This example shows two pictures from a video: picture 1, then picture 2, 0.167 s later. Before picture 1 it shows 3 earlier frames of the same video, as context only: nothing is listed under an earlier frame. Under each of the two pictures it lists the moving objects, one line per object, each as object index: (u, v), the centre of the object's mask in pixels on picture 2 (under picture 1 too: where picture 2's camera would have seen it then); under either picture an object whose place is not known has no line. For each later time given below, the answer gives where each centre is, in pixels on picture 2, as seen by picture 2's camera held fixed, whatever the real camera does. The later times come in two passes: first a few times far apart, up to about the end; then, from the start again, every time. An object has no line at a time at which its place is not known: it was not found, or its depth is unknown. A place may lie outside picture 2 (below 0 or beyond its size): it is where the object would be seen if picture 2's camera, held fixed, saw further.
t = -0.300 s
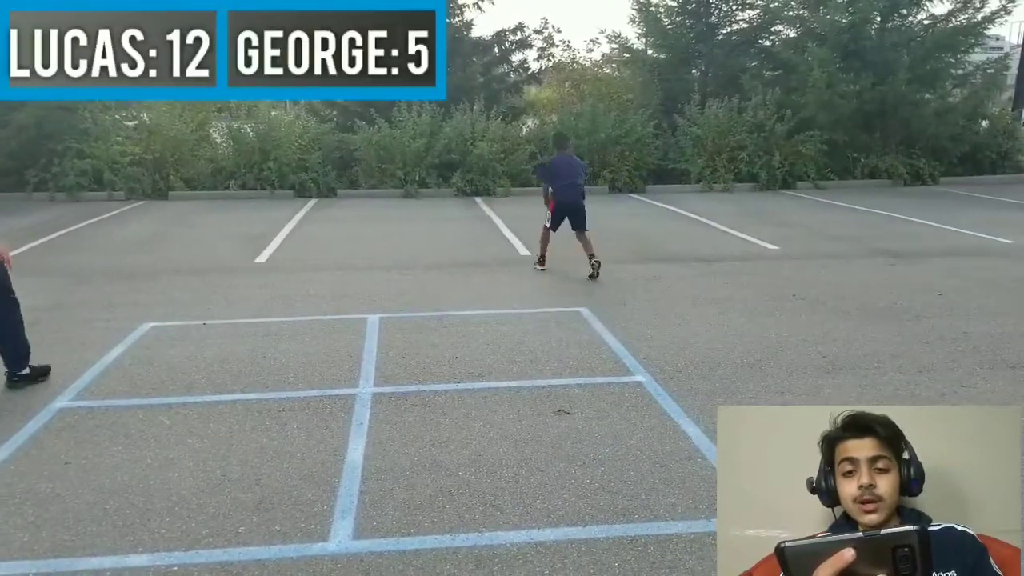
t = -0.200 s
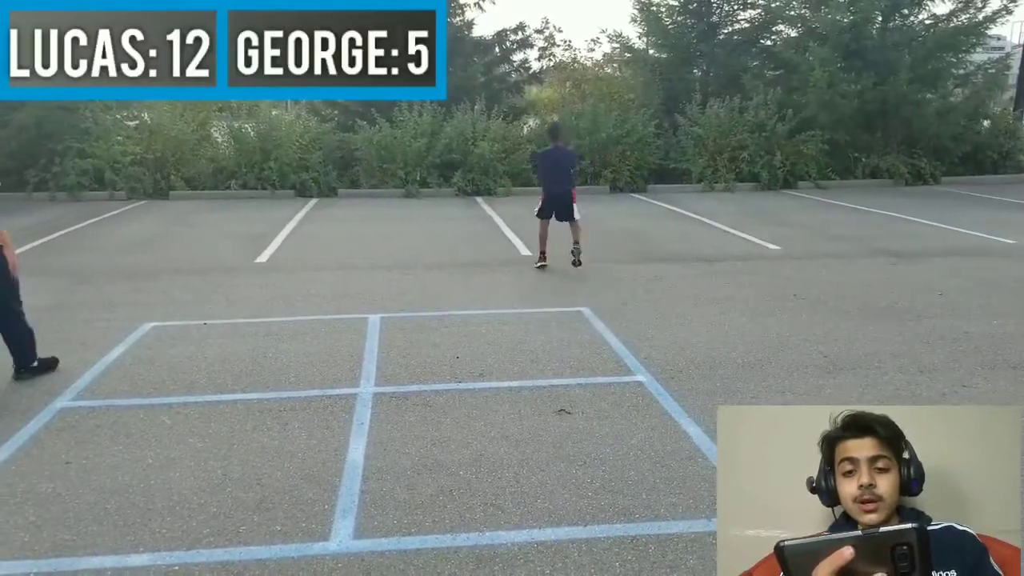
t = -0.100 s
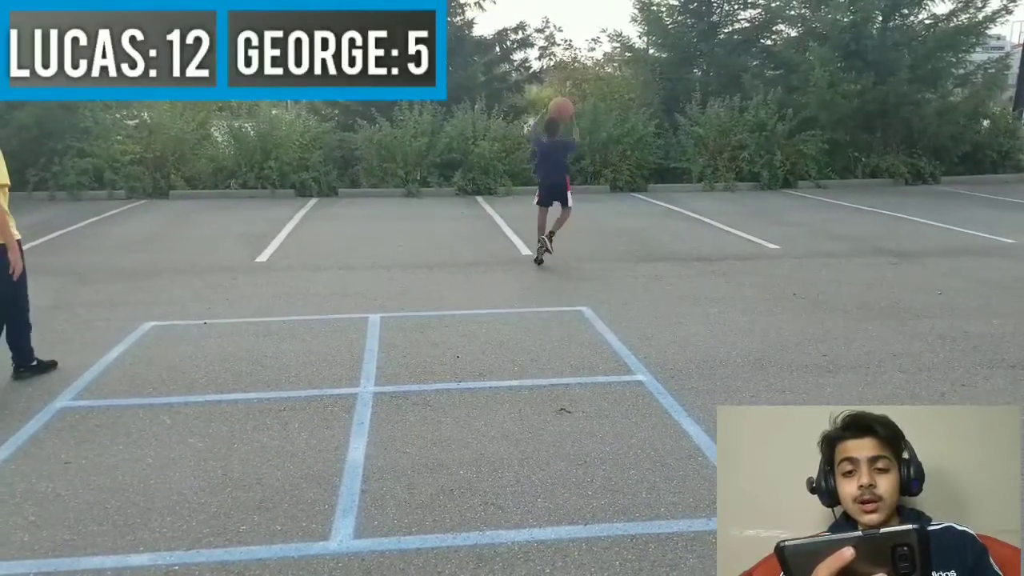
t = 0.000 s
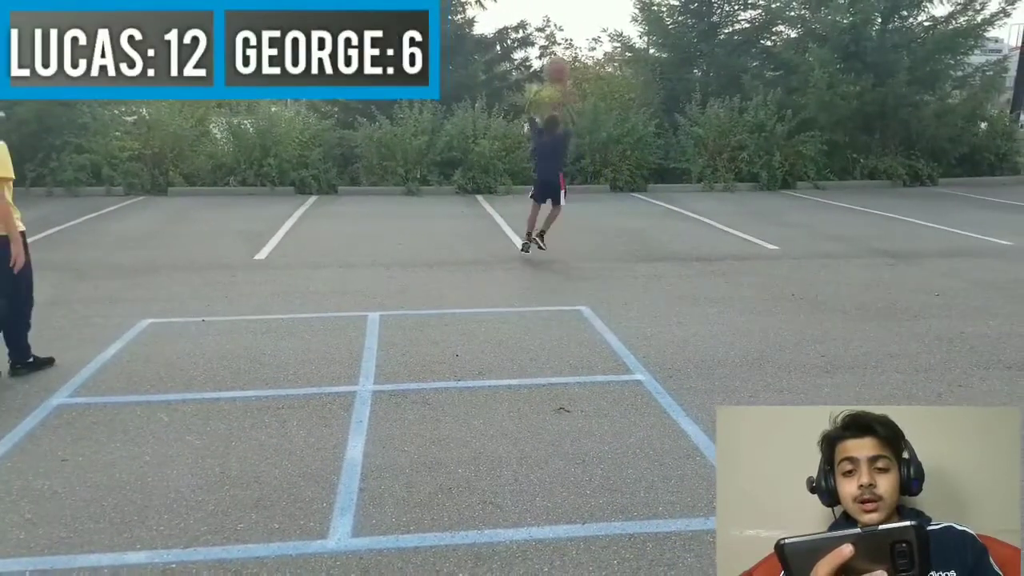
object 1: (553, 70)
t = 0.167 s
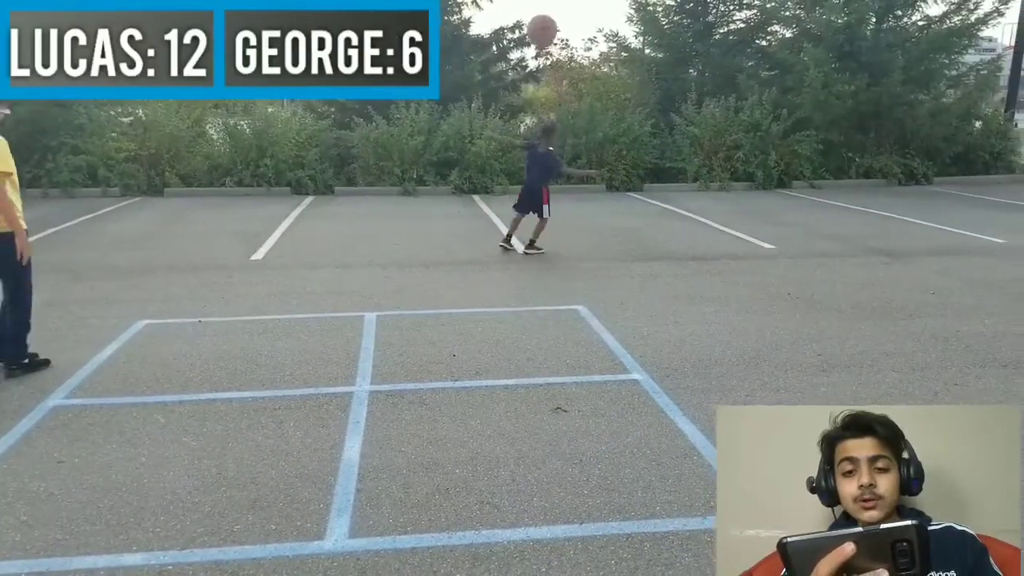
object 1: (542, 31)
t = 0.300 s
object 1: (530, 19)
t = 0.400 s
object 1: (520, 27)
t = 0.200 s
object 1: (539, 25)
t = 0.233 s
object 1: (536, 22)
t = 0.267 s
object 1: (533, 19)
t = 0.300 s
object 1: (530, 19)
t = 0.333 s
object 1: (527, 20)
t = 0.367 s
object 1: (523, 22)
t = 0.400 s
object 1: (520, 27)
